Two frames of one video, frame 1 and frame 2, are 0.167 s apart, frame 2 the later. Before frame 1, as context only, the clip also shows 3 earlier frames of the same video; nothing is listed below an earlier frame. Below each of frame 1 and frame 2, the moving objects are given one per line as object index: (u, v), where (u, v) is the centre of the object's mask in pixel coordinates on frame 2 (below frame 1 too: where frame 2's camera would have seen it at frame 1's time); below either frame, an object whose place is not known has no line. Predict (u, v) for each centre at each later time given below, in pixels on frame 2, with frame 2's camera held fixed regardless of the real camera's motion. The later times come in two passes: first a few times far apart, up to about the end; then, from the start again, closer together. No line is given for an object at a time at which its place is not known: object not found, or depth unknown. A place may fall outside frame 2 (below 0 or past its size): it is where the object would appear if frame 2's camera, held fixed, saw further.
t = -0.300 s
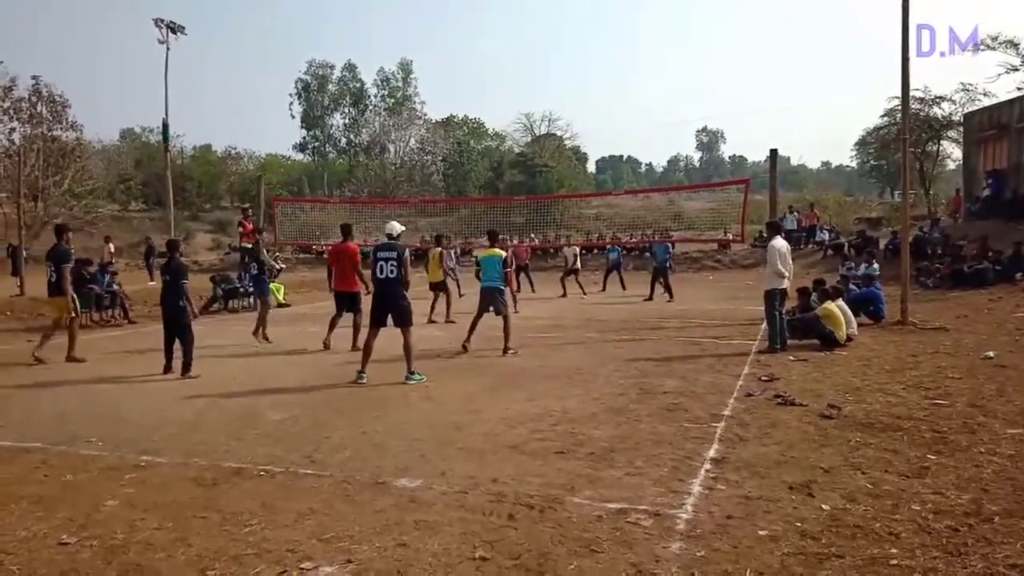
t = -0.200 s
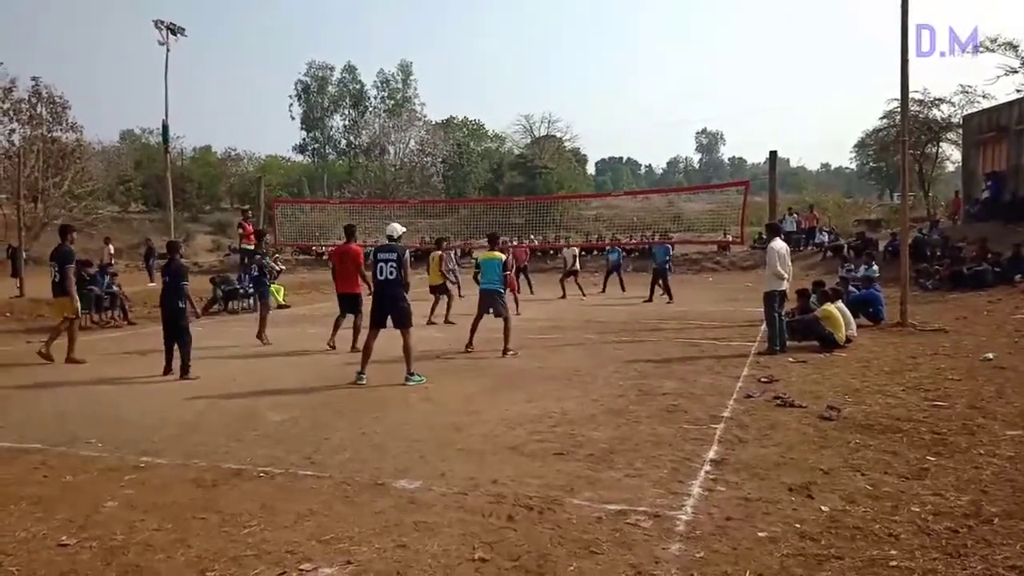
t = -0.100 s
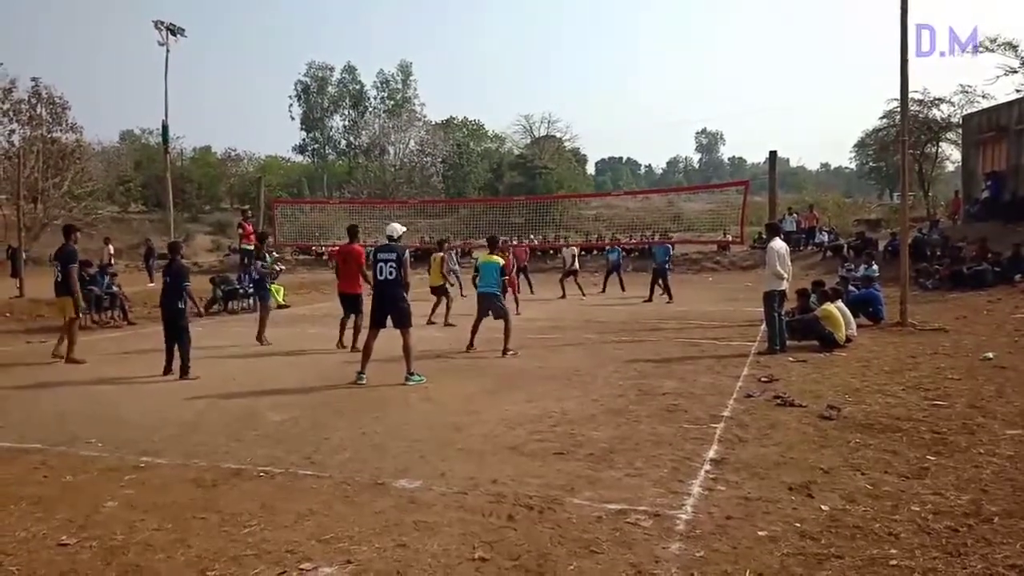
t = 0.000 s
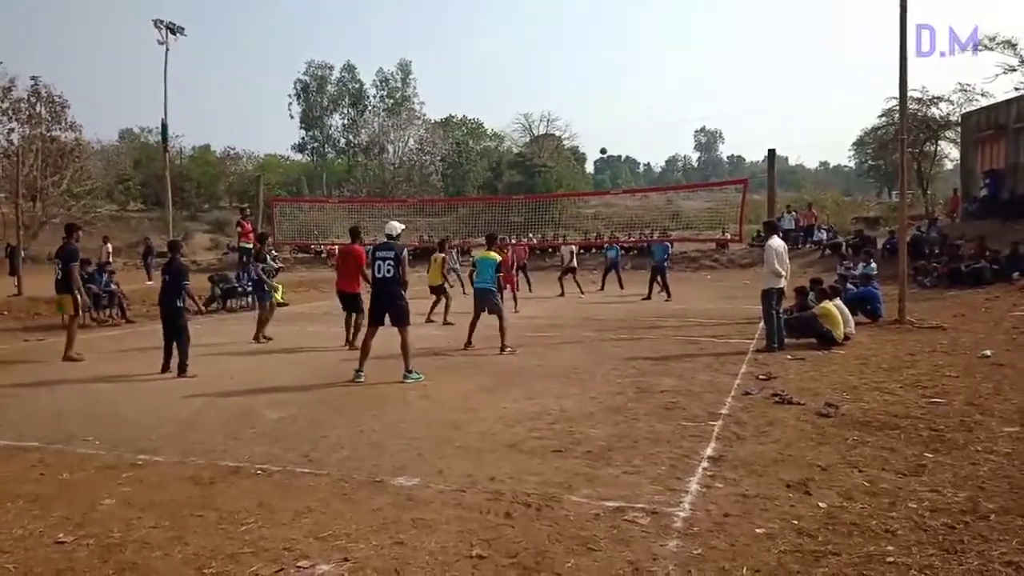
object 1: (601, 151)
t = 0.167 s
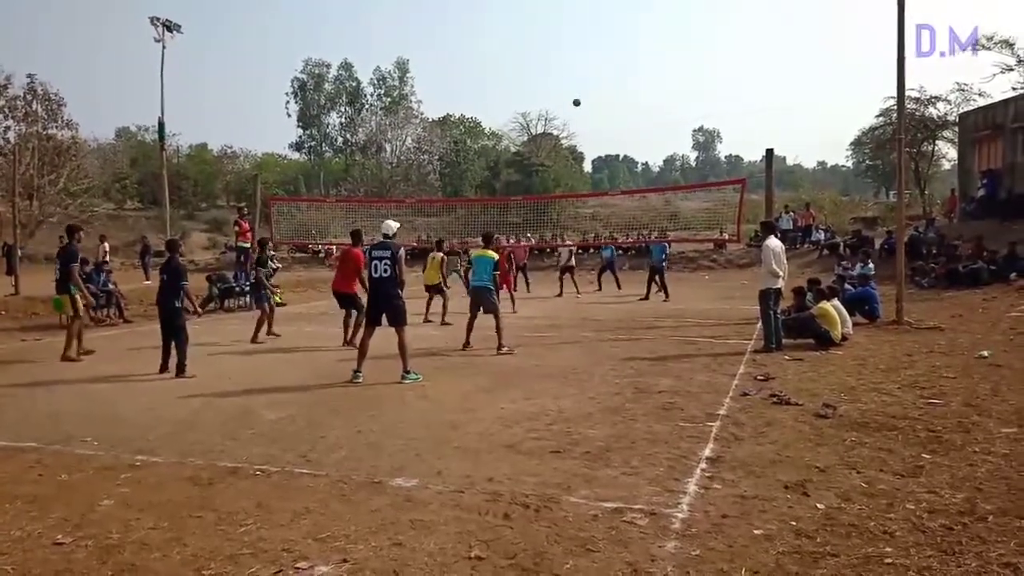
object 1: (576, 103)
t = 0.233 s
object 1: (566, 85)
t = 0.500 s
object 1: (522, 35)
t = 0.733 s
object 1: (481, 14)
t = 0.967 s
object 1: (435, 19)
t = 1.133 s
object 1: (400, 41)
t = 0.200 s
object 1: (571, 94)
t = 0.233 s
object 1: (566, 85)
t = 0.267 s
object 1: (561, 78)
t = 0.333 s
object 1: (550, 63)
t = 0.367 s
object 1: (545, 57)
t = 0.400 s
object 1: (539, 50)
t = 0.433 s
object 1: (534, 45)
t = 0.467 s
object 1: (528, 39)
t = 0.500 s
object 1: (522, 35)
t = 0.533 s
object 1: (517, 30)
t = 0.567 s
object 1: (510, 27)
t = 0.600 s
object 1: (505, 23)
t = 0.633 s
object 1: (499, 19)
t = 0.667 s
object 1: (493, 17)
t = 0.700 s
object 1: (487, 15)
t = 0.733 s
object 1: (481, 14)
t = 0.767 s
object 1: (474, 13)
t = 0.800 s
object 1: (468, 12)
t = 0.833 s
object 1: (462, 13)
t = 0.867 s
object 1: (455, 14)
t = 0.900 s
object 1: (448, 14)
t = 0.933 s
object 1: (442, 17)
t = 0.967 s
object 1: (435, 19)
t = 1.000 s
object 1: (429, 23)
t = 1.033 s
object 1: (421, 26)
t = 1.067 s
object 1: (414, 30)
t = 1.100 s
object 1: (407, 36)
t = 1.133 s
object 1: (400, 41)
